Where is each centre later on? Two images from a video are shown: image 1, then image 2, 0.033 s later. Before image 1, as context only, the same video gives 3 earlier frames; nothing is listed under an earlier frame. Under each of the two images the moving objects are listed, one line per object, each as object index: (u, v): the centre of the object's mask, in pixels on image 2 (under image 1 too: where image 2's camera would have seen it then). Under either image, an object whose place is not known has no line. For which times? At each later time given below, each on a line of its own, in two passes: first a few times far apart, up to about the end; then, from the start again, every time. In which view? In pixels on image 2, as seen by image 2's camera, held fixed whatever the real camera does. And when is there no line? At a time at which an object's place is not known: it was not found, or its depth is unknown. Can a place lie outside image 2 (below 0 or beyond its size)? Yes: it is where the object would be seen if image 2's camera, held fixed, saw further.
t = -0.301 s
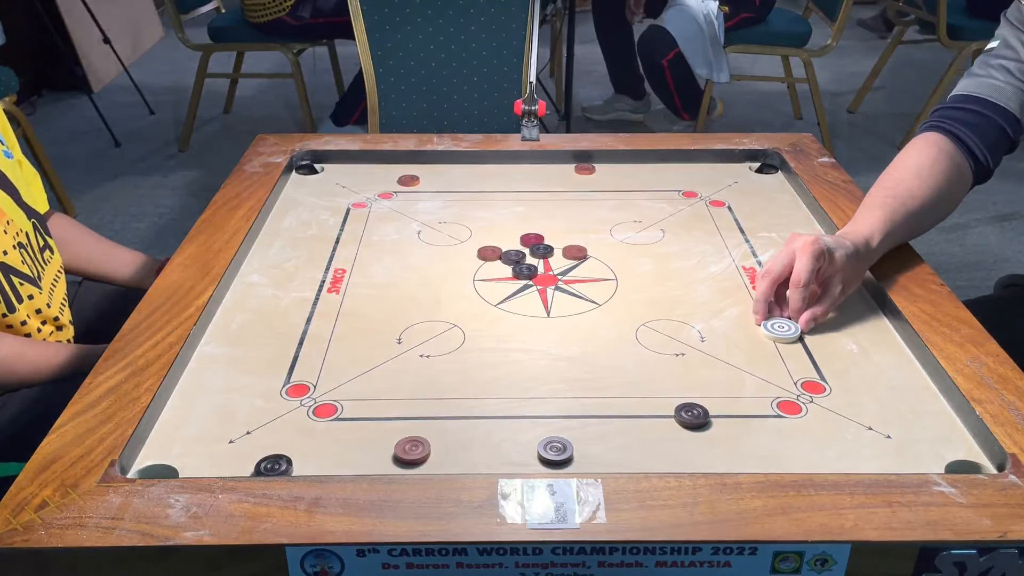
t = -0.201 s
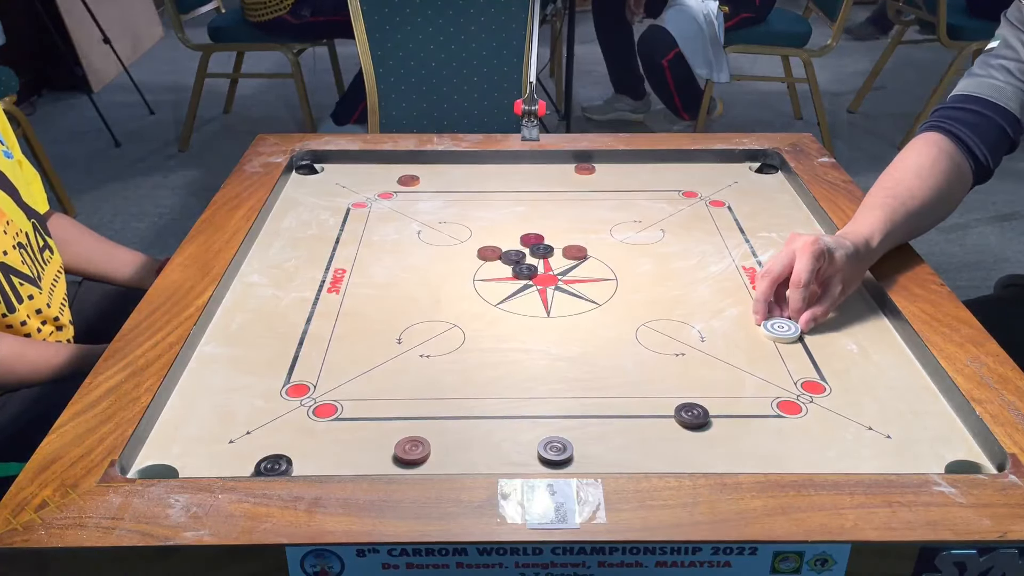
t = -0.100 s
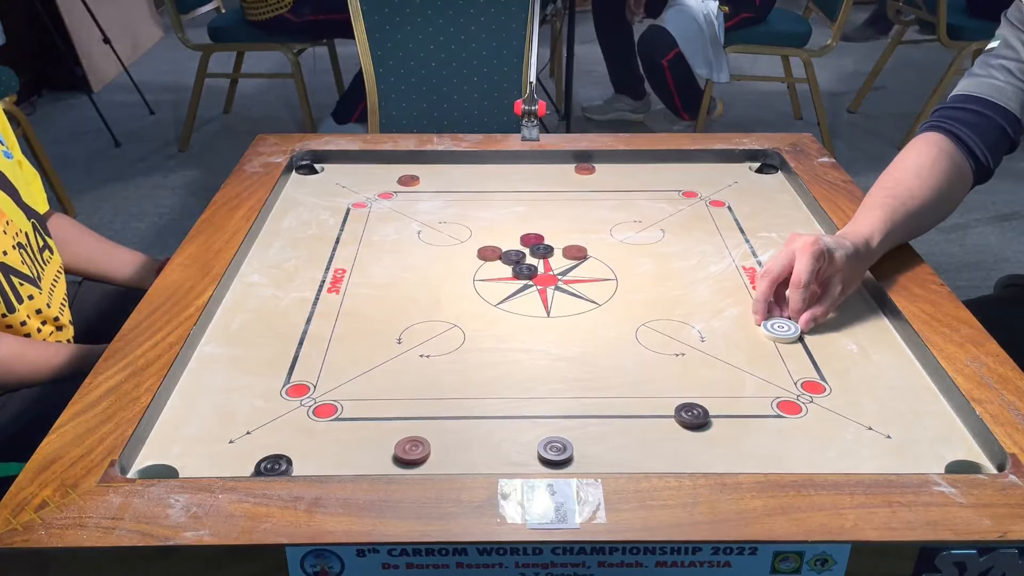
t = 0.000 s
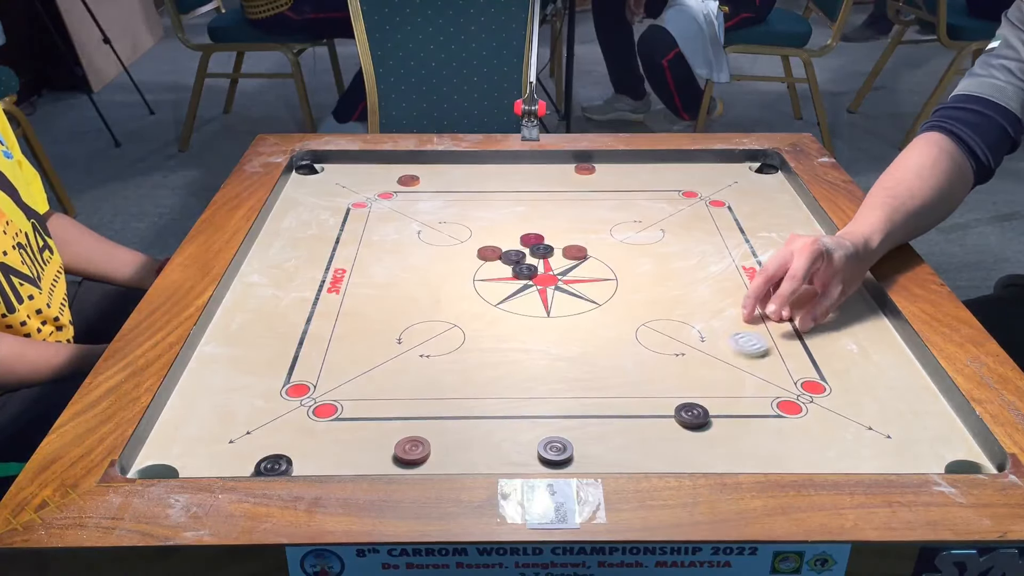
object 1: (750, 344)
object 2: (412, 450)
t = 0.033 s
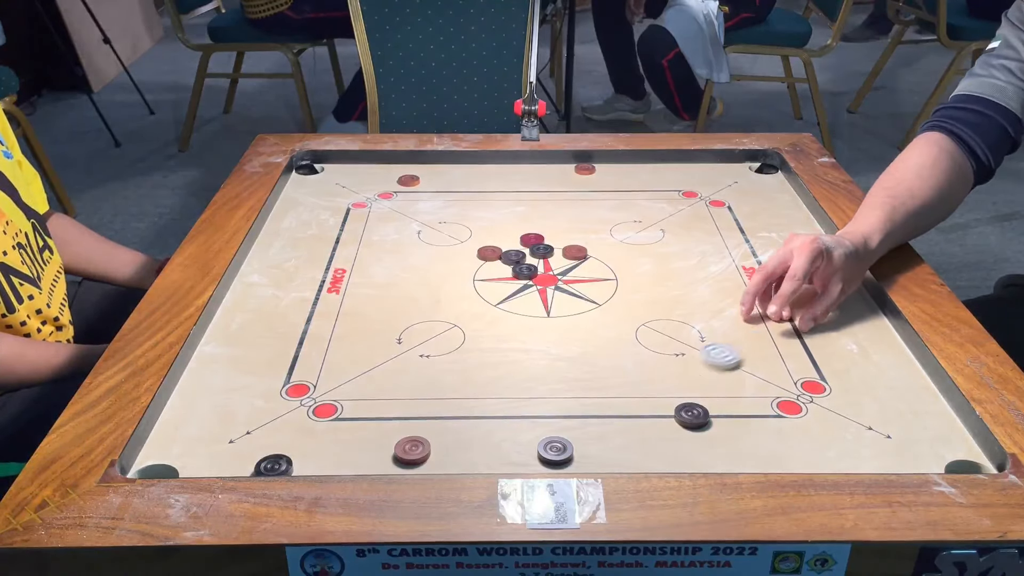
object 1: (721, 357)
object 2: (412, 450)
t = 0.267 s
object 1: (516, 434)
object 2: (412, 450)
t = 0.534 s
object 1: (386, 460)
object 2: (305, 468)
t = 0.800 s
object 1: (352, 465)
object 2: (303, 469)
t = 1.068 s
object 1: (352, 465)
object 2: (303, 469)
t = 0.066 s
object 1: (693, 368)
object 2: (412, 450)
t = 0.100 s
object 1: (664, 381)
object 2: (412, 450)
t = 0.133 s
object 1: (634, 393)
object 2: (412, 450)
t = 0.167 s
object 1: (604, 406)
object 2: (412, 450)
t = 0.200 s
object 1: (574, 419)
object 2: (412, 450)
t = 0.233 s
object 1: (543, 429)
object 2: (412, 450)
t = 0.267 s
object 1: (516, 434)
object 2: (412, 450)
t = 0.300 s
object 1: (488, 440)
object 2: (412, 450)
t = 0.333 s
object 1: (460, 445)
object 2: (412, 450)
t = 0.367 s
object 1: (443, 449)
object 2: (385, 455)
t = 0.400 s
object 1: (430, 452)
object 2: (348, 460)
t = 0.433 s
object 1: (417, 455)
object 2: (313, 465)
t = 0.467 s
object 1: (406, 457)
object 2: (309, 466)
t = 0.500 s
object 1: (396, 459)
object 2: (307, 468)
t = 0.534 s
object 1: (386, 460)
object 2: (305, 468)
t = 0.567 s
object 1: (378, 461)
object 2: (304, 469)
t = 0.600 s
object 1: (370, 462)
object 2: (303, 469)
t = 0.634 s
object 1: (364, 463)
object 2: (303, 469)
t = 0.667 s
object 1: (359, 464)
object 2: (303, 469)
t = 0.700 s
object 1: (356, 464)
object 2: (303, 469)
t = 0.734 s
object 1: (353, 464)
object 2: (303, 469)
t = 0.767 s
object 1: (352, 465)
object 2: (303, 469)
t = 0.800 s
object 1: (352, 465)
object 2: (303, 469)
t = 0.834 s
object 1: (352, 465)
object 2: (303, 469)
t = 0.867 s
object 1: (352, 465)
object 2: (303, 469)
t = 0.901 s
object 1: (352, 465)
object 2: (303, 469)
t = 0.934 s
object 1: (352, 465)
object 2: (303, 469)
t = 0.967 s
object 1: (352, 465)
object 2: (303, 469)
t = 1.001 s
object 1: (352, 465)
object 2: (303, 469)
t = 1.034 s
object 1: (352, 465)
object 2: (303, 469)
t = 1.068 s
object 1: (352, 465)
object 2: (303, 469)
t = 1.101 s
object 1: (352, 465)
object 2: (303, 469)
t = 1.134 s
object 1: (352, 465)
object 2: (303, 469)
